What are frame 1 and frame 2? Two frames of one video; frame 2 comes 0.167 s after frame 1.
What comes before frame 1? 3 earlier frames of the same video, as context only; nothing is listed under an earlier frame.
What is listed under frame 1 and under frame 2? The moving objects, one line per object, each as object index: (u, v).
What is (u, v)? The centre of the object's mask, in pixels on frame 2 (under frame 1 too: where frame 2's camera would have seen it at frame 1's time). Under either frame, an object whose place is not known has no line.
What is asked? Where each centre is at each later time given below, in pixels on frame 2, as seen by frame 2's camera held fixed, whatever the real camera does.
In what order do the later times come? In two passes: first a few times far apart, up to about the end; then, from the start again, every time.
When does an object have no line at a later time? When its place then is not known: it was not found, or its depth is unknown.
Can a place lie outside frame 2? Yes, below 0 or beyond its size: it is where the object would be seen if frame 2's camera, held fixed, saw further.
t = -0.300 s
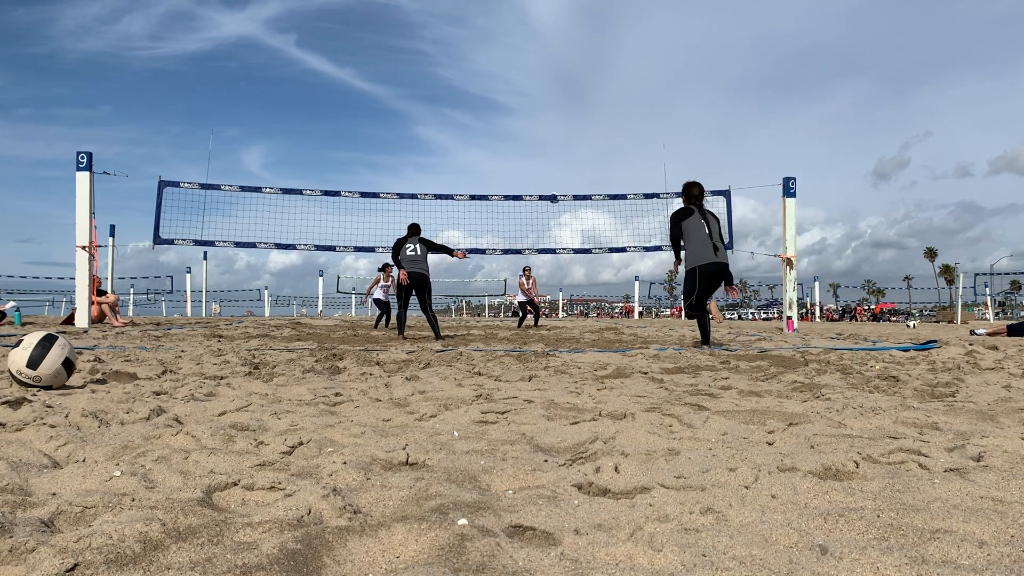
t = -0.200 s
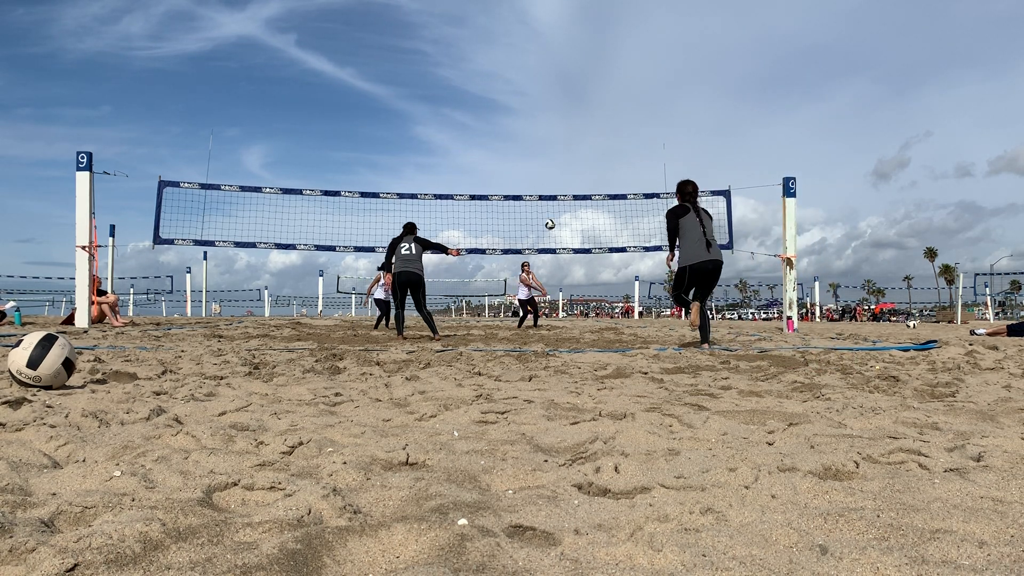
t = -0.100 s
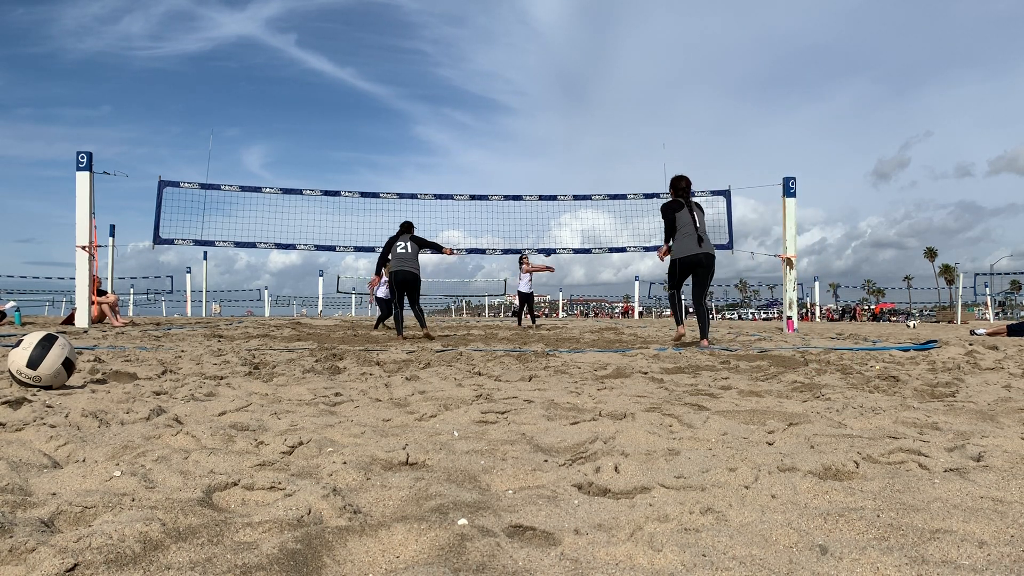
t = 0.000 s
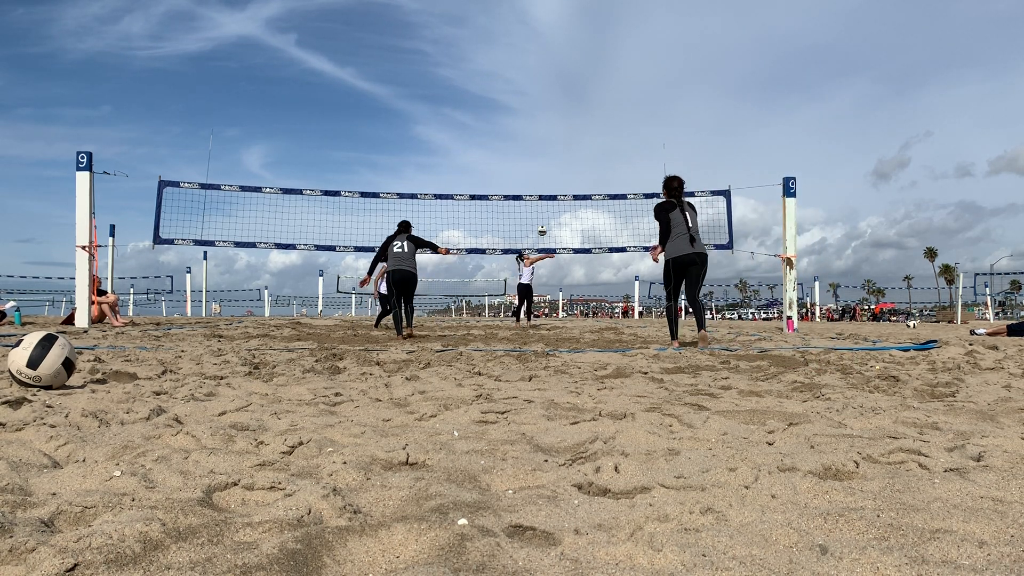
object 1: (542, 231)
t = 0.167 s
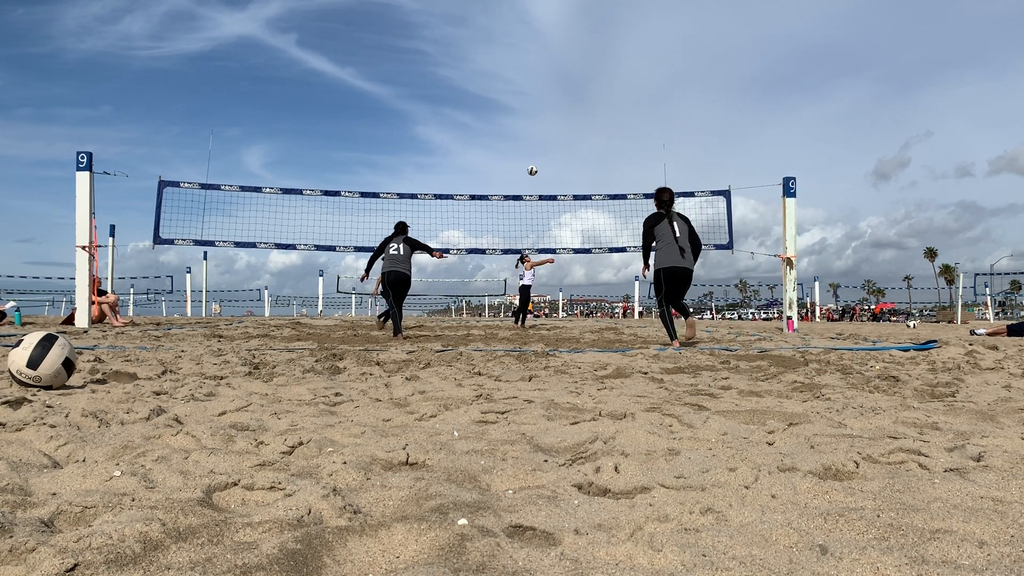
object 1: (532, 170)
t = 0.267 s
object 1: (526, 140)
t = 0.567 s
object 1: (509, 74)
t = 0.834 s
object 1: (494, 51)
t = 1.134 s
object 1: (477, 69)
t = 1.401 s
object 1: (463, 127)
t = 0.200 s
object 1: (530, 160)
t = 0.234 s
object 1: (528, 150)
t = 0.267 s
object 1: (526, 140)
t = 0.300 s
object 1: (524, 131)
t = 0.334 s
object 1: (523, 122)
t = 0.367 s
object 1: (521, 114)
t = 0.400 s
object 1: (519, 106)
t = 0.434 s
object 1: (517, 99)
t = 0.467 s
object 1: (515, 92)
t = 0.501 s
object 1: (513, 85)
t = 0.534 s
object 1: (511, 80)
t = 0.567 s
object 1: (509, 74)
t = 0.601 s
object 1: (507, 70)
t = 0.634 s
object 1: (505, 65)
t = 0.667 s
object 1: (503, 62)
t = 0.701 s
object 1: (501, 58)
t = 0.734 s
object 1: (499, 56)
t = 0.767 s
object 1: (497, 54)
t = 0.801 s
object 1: (495, 52)
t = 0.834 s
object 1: (494, 51)
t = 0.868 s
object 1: (491, 51)
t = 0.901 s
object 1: (490, 51)
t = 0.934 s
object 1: (488, 52)
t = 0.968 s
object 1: (486, 53)
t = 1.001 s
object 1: (484, 55)
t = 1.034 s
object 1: (482, 58)
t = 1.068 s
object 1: (480, 61)
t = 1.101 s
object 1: (478, 65)
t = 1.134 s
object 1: (477, 69)
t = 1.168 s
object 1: (475, 75)
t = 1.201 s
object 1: (473, 80)
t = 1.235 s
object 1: (472, 87)
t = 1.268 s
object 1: (470, 93)
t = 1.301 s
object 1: (468, 101)
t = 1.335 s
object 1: (467, 109)
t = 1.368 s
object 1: (465, 118)
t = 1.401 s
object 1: (463, 127)
